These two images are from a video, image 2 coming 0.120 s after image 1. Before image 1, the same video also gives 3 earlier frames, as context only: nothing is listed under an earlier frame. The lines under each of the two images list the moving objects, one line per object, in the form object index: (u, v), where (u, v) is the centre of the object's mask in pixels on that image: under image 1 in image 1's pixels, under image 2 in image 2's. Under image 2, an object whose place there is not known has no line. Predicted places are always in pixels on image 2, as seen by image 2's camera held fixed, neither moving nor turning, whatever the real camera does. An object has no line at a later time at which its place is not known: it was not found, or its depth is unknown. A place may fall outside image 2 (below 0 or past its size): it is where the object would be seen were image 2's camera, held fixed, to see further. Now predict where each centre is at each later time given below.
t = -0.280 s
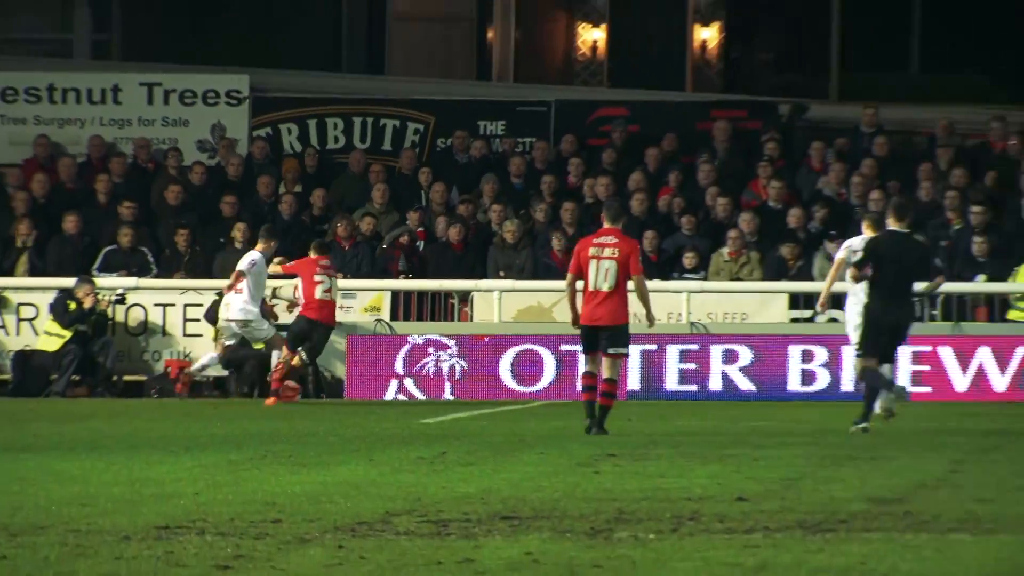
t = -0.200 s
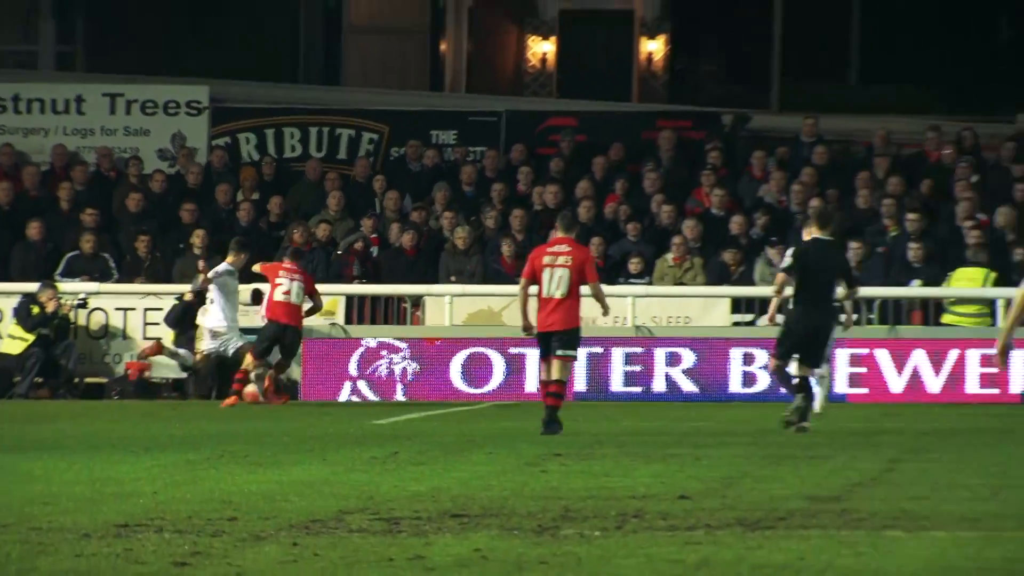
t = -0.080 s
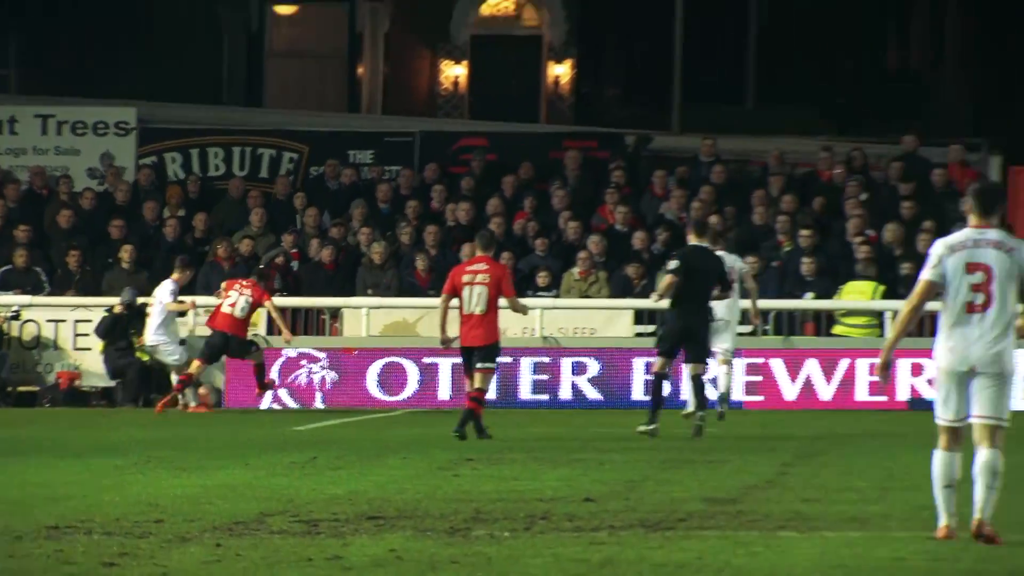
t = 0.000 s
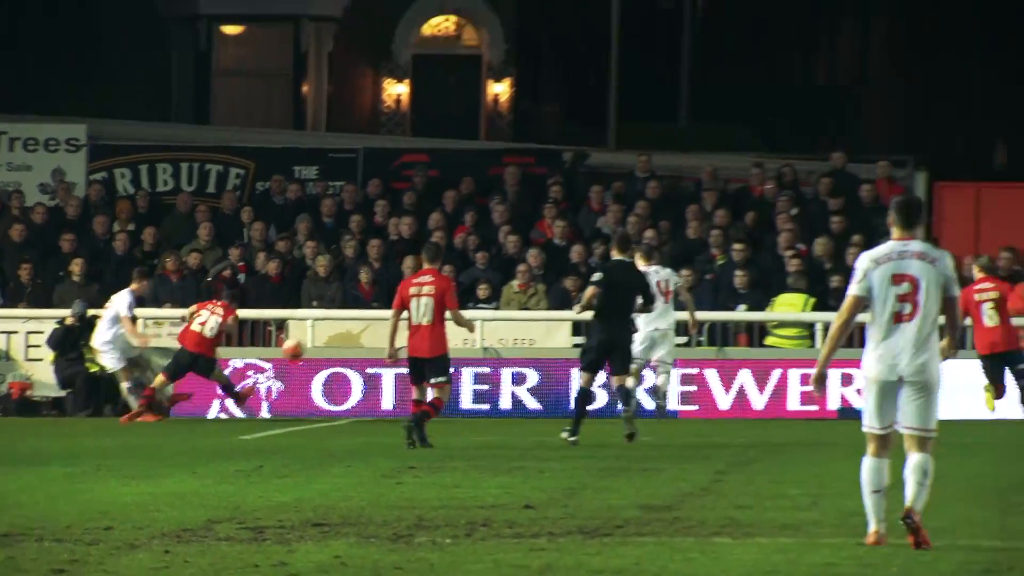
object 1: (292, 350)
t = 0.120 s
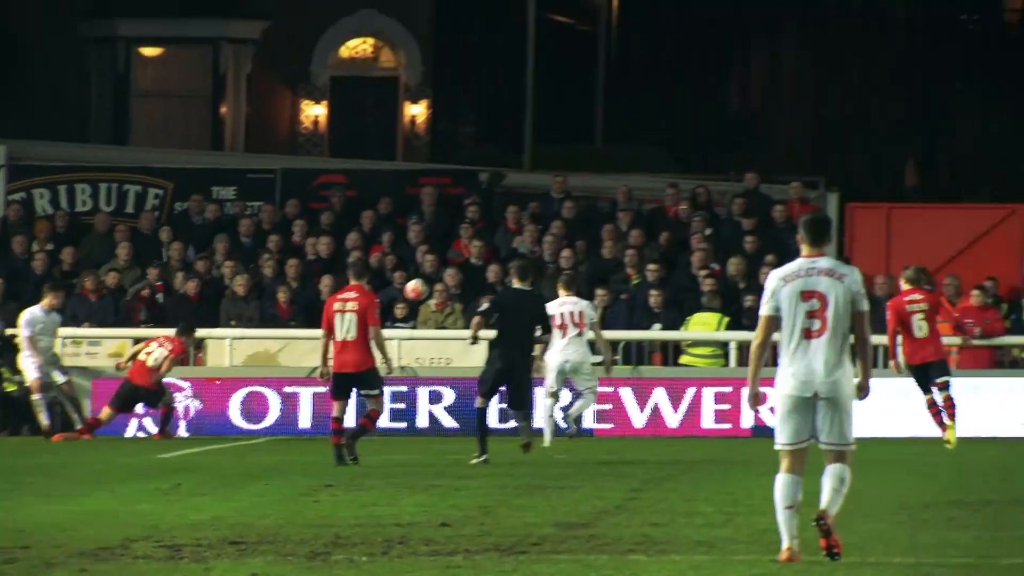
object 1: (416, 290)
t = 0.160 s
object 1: (481, 265)
